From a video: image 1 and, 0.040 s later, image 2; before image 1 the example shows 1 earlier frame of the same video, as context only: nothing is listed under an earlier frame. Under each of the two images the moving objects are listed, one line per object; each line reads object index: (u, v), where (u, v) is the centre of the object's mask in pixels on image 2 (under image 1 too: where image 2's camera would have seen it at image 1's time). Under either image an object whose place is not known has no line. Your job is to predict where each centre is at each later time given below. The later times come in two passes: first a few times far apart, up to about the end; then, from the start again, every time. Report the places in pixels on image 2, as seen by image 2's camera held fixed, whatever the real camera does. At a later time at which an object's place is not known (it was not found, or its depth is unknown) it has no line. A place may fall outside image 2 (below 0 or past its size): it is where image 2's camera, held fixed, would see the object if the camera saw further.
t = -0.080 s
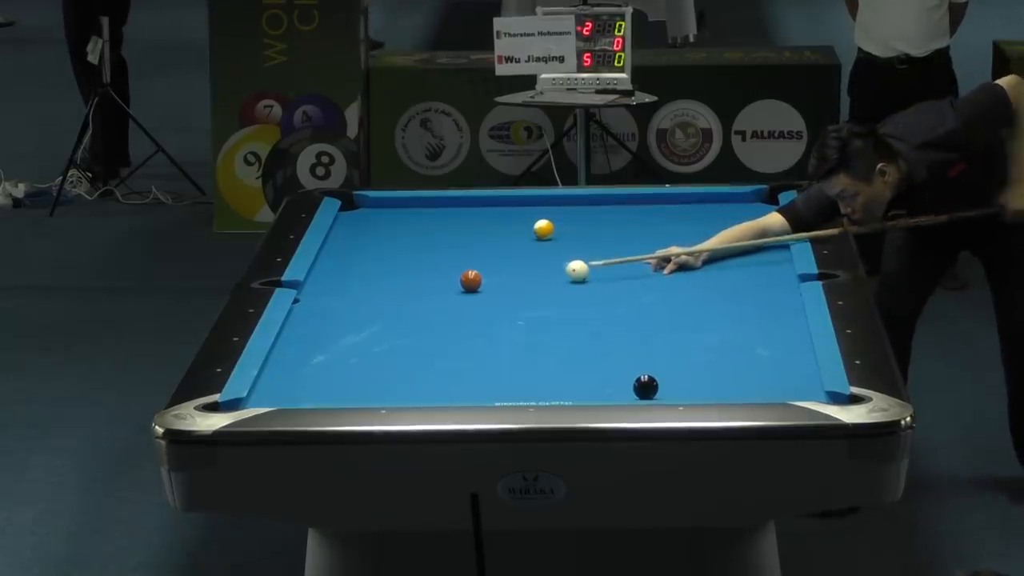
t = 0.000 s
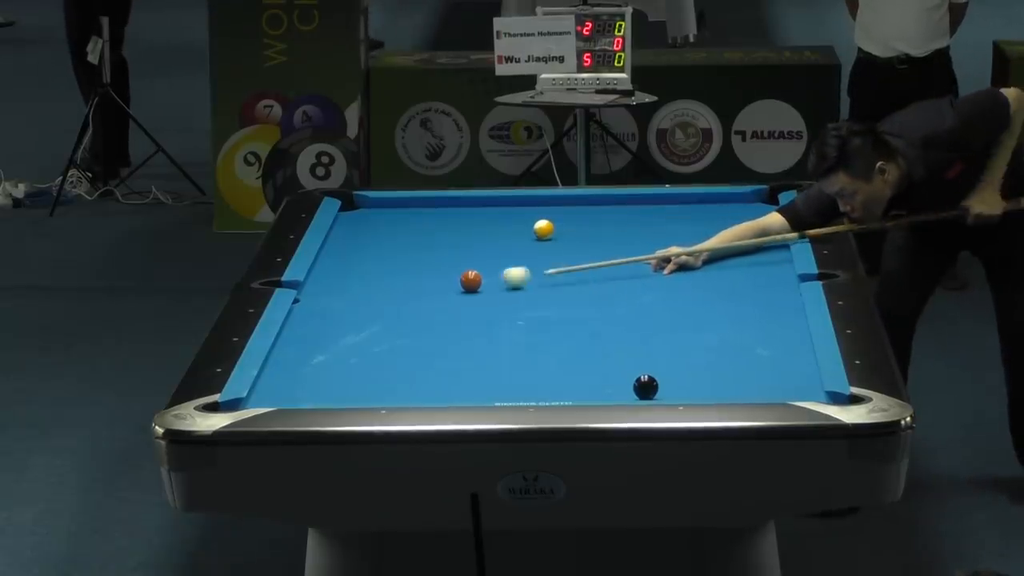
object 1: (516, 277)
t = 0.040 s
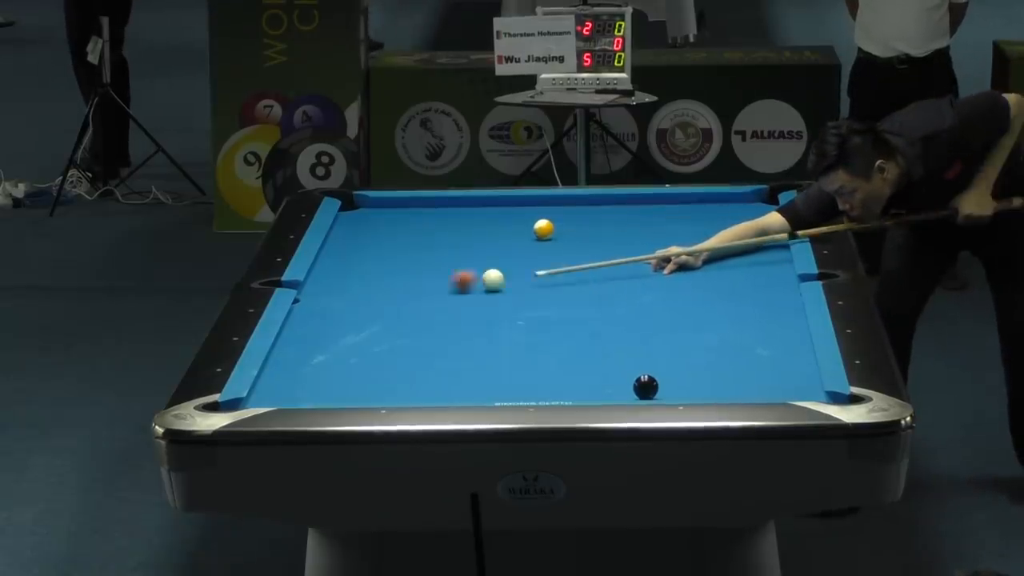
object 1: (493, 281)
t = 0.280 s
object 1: (471, 292)
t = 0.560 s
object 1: (419, 308)
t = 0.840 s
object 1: (367, 322)
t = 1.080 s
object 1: (321, 335)
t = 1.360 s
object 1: (290, 349)
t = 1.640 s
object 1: (307, 359)
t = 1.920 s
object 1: (325, 370)
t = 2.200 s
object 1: (342, 380)
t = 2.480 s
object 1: (358, 389)
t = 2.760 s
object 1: (374, 394)
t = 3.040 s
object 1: (388, 397)
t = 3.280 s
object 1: (399, 395)
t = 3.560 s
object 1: (409, 393)
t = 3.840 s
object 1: (418, 391)
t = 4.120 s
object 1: (426, 388)
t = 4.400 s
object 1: (431, 387)
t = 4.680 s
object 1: (436, 385)
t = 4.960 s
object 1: (439, 384)
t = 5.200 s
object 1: (441, 384)
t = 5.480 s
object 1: (441, 383)
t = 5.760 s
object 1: (441, 384)
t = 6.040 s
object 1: (441, 384)
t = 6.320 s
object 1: (441, 383)
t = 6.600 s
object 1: (441, 383)
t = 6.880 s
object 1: (441, 383)
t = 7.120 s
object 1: (441, 383)
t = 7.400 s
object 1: (441, 383)
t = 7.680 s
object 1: (441, 383)
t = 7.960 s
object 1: (441, 383)
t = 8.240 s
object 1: (441, 384)
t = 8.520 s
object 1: (441, 384)
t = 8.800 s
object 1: (441, 383)
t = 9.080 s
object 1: (441, 383)
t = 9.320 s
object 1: (441, 383)
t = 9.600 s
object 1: (441, 383)
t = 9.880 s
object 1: (441, 384)
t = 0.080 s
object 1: (492, 282)
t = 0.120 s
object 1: (490, 285)
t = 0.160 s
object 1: (488, 286)
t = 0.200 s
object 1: (483, 288)
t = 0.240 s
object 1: (478, 290)
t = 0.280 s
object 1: (471, 292)
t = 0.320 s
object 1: (464, 295)
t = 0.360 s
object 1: (456, 297)
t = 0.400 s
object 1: (449, 299)
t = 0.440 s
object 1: (441, 301)
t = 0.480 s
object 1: (434, 304)
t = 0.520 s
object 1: (427, 305)
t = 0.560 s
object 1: (419, 308)
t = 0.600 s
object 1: (412, 310)
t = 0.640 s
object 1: (404, 311)
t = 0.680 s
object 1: (397, 314)
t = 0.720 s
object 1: (389, 316)
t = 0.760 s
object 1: (382, 318)
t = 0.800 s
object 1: (374, 320)
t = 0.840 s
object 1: (367, 322)
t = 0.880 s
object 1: (359, 324)
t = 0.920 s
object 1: (351, 327)
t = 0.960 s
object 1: (343, 329)
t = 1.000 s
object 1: (336, 331)
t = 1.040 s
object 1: (328, 333)
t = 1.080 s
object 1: (321, 335)
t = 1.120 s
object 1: (313, 337)
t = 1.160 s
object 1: (305, 339)
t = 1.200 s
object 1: (298, 341)
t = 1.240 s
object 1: (290, 343)
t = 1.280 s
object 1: (284, 345)
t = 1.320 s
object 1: (287, 347)
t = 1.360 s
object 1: (290, 349)
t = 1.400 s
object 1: (293, 350)
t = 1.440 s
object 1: (295, 352)
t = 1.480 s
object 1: (297, 353)
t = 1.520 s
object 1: (300, 355)
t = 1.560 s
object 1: (302, 356)
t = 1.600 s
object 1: (305, 358)
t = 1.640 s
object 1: (307, 359)
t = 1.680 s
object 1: (310, 361)
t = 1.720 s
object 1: (312, 363)
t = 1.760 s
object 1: (315, 364)
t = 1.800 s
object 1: (317, 365)
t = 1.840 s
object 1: (320, 367)
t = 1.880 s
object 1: (322, 368)
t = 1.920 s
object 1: (325, 370)
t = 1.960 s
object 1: (327, 371)
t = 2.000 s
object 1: (330, 372)
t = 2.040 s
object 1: (332, 374)
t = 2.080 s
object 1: (335, 376)
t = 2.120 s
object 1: (337, 377)
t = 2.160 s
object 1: (339, 378)
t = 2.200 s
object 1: (342, 380)
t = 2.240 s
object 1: (344, 381)
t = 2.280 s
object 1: (346, 383)
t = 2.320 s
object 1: (349, 384)
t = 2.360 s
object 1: (351, 385)
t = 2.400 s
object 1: (353, 387)
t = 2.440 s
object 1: (356, 388)
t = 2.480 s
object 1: (358, 389)
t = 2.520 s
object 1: (360, 390)
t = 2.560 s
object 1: (363, 391)
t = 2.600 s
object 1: (365, 391)
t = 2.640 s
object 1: (367, 392)
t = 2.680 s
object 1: (369, 393)
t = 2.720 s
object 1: (372, 393)
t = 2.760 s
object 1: (374, 394)
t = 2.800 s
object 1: (376, 395)
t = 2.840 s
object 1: (378, 396)
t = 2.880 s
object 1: (380, 397)
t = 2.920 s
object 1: (382, 397)
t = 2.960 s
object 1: (384, 398)
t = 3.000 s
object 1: (386, 398)
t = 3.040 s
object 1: (388, 397)
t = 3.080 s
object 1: (390, 397)
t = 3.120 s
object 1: (391, 397)
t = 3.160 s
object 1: (394, 397)
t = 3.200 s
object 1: (395, 396)
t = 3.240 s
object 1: (397, 395)
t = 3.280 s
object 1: (399, 395)
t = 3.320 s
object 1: (401, 395)
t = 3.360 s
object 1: (402, 394)
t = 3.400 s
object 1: (404, 394)
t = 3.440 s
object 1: (405, 394)
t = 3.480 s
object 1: (407, 394)
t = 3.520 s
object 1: (408, 393)
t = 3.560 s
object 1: (409, 393)
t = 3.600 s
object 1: (411, 392)
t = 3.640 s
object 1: (412, 392)
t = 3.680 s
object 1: (413, 392)
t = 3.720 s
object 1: (415, 391)
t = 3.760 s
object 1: (416, 391)
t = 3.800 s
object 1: (417, 391)
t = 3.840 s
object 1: (418, 391)
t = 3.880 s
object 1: (419, 390)
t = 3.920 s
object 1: (420, 390)
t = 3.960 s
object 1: (421, 390)
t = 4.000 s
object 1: (422, 389)
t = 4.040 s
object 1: (423, 389)
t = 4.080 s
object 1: (424, 389)
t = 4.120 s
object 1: (426, 388)
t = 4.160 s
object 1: (426, 388)
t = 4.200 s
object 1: (427, 388)
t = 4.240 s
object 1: (428, 388)
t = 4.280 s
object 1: (428, 388)
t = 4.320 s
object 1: (430, 388)
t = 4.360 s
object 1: (431, 387)
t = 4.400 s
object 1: (431, 387)
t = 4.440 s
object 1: (432, 387)
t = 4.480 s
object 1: (433, 386)
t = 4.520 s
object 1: (433, 386)
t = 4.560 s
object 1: (435, 386)
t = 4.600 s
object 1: (435, 386)
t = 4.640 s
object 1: (435, 385)
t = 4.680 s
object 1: (436, 385)
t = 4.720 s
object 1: (436, 385)
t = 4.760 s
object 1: (437, 384)
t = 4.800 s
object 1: (437, 384)
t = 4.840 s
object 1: (438, 384)
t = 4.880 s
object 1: (438, 384)
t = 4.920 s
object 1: (439, 384)
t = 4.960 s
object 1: (439, 384)
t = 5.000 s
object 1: (439, 384)
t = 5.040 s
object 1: (440, 384)
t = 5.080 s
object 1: (440, 384)
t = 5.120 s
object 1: (440, 383)
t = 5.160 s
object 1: (441, 384)
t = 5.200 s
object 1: (441, 384)
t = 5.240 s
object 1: (441, 384)
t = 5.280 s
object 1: (441, 383)
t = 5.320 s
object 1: (441, 383)
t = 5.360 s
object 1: (441, 383)
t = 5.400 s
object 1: (441, 383)
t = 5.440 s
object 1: (441, 383)
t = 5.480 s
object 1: (441, 383)
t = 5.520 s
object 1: (441, 383)
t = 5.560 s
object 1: (441, 383)
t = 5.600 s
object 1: (441, 384)
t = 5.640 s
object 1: (441, 384)
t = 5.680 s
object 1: (441, 384)
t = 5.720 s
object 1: (441, 383)
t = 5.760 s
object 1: (441, 384)
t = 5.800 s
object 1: (441, 384)
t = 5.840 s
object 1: (441, 384)
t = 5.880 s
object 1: (441, 384)
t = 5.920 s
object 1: (441, 384)
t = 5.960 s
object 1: (441, 383)
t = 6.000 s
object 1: (441, 384)
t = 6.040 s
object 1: (441, 384)
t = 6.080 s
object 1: (441, 384)
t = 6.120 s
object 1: (441, 384)
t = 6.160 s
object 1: (441, 384)
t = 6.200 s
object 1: (441, 384)
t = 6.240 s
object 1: (441, 384)
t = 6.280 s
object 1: (441, 383)
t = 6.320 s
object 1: (441, 383)
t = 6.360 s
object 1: (441, 383)
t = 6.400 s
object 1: (441, 383)
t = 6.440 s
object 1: (441, 383)
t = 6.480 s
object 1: (441, 383)
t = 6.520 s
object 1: (441, 383)
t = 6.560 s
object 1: (441, 383)
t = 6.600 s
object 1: (441, 383)
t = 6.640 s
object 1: (441, 383)
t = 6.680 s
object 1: (441, 383)
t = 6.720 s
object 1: (441, 383)
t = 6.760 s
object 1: (441, 383)
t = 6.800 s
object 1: (441, 383)
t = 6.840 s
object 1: (441, 383)
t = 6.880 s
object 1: (441, 383)
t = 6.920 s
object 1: (441, 383)
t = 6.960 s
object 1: (441, 384)
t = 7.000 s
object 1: (441, 383)
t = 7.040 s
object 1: (441, 383)
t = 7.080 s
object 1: (441, 383)
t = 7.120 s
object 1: (441, 383)
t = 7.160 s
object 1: (441, 383)
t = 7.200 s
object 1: (441, 383)
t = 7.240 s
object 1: (441, 383)
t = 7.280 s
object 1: (441, 383)
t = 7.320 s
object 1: (441, 383)
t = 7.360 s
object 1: (441, 383)
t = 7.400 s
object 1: (441, 383)
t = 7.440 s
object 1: (441, 383)
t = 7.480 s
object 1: (441, 383)
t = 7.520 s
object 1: (441, 383)
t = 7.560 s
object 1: (441, 383)
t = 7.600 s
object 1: (441, 383)
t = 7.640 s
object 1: (441, 383)
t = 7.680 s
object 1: (441, 383)
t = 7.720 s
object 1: (441, 383)
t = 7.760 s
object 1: (441, 383)
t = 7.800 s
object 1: (441, 383)
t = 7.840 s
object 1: (441, 383)
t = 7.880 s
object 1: (441, 383)
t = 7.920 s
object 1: (441, 383)
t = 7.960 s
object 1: (441, 383)
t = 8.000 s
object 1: (441, 383)
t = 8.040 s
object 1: (441, 383)
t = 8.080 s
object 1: (441, 383)
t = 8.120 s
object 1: (441, 383)
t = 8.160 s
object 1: (441, 384)
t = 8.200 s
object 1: (441, 384)
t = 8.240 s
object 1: (441, 384)
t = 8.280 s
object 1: (441, 383)
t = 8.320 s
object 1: (441, 383)
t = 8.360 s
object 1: (441, 383)
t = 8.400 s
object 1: (441, 383)
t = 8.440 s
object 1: (441, 383)
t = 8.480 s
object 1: (441, 383)
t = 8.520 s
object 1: (441, 384)
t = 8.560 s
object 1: (441, 384)
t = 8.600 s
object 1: (441, 383)
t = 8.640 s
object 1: (441, 383)
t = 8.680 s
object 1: (441, 383)
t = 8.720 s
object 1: (441, 383)
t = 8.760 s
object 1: (441, 384)
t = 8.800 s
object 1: (441, 383)
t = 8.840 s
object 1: (441, 383)
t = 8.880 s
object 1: (441, 383)
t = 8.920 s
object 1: (441, 383)
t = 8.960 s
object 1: (441, 383)
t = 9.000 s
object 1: (441, 383)
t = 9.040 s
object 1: (441, 383)
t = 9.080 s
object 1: (441, 383)
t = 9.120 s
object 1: (441, 383)
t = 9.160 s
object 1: (441, 383)
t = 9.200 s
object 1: (441, 383)
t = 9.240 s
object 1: (441, 383)
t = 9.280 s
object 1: (441, 383)
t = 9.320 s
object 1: (441, 383)
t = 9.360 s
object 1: (441, 383)
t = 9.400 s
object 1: (441, 383)
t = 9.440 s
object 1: (441, 383)
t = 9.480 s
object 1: (441, 383)
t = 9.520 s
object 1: (441, 383)
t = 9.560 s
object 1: (441, 384)
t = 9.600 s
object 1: (441, 383)
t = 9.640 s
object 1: (441, 384)
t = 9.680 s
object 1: (441, 383)
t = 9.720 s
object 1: (441, 384)
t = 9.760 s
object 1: (441, 383)
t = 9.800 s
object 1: (441, 383)
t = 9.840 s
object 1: (441, 383)
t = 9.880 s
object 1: (441, 384)
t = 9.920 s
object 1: (441, 383)
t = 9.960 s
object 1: (441, 384)
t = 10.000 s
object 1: (441, 384)
